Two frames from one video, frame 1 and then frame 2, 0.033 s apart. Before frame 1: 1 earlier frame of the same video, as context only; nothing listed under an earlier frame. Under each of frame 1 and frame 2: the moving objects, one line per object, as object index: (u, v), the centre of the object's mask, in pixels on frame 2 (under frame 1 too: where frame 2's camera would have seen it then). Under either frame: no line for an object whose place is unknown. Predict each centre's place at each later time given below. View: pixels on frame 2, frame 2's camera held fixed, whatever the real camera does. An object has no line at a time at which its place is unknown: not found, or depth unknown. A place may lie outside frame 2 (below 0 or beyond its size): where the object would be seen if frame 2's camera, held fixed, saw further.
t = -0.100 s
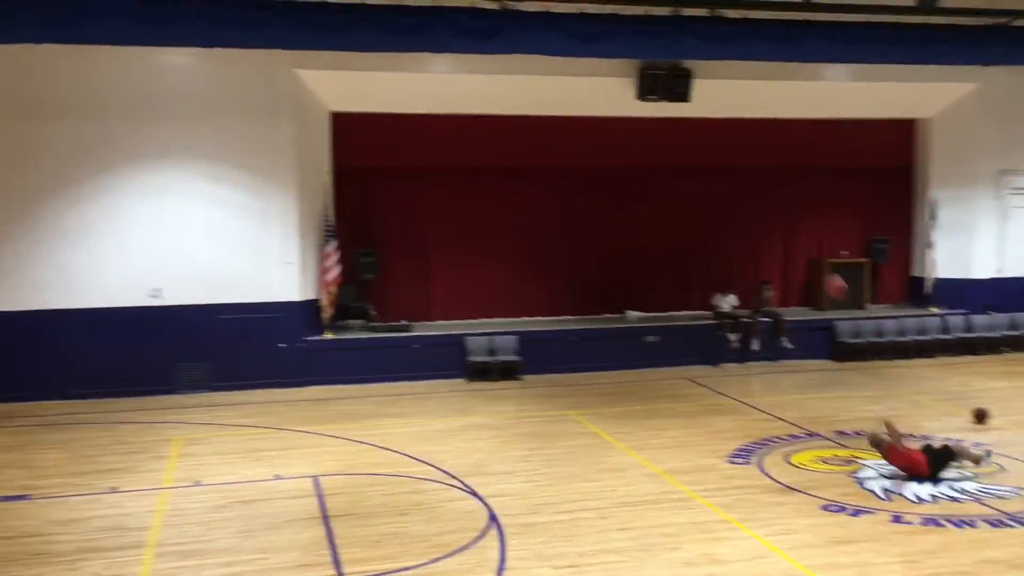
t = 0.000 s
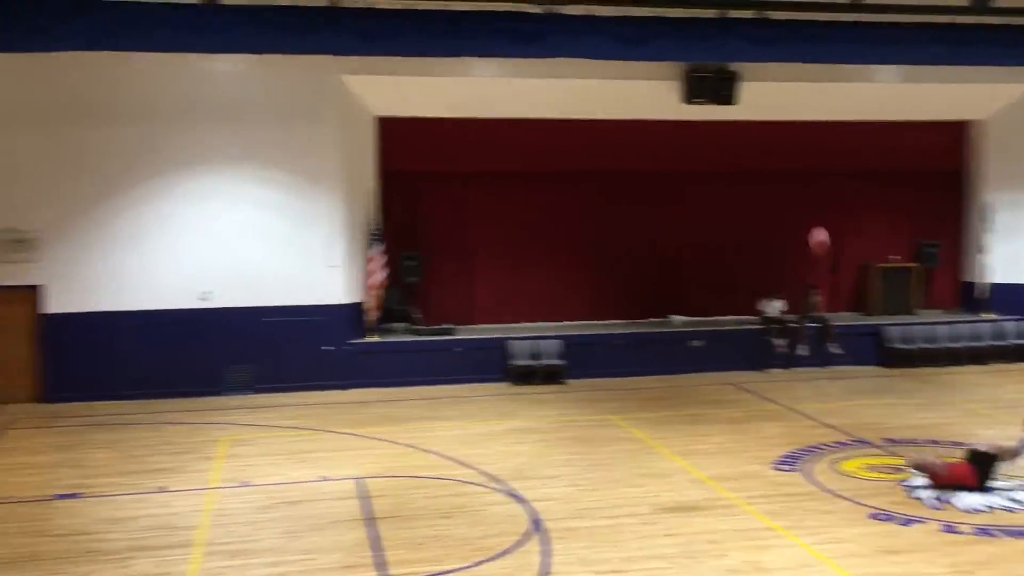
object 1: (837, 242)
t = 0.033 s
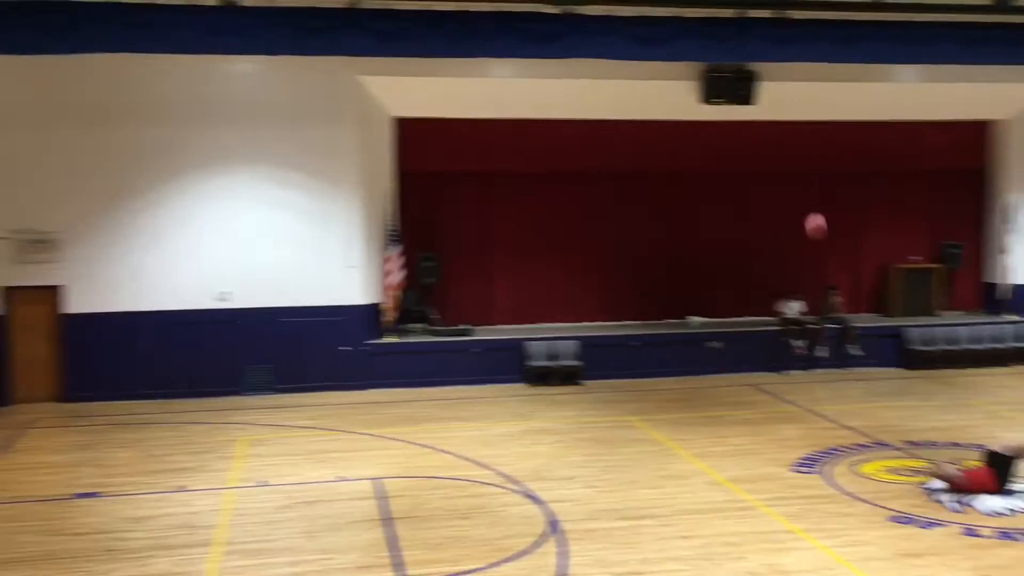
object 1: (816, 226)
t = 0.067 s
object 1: (794, 211)
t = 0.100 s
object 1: (772, 196)
